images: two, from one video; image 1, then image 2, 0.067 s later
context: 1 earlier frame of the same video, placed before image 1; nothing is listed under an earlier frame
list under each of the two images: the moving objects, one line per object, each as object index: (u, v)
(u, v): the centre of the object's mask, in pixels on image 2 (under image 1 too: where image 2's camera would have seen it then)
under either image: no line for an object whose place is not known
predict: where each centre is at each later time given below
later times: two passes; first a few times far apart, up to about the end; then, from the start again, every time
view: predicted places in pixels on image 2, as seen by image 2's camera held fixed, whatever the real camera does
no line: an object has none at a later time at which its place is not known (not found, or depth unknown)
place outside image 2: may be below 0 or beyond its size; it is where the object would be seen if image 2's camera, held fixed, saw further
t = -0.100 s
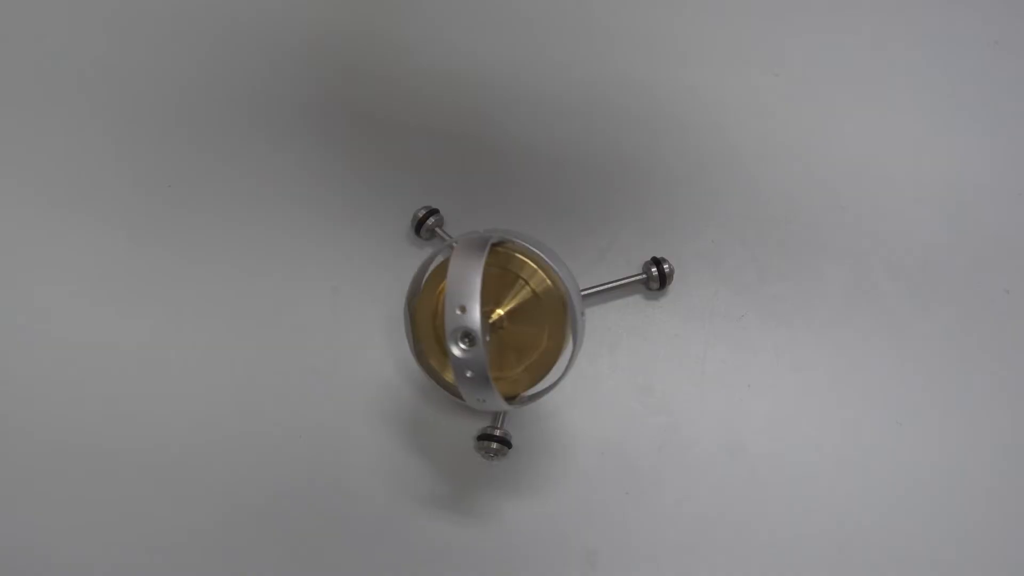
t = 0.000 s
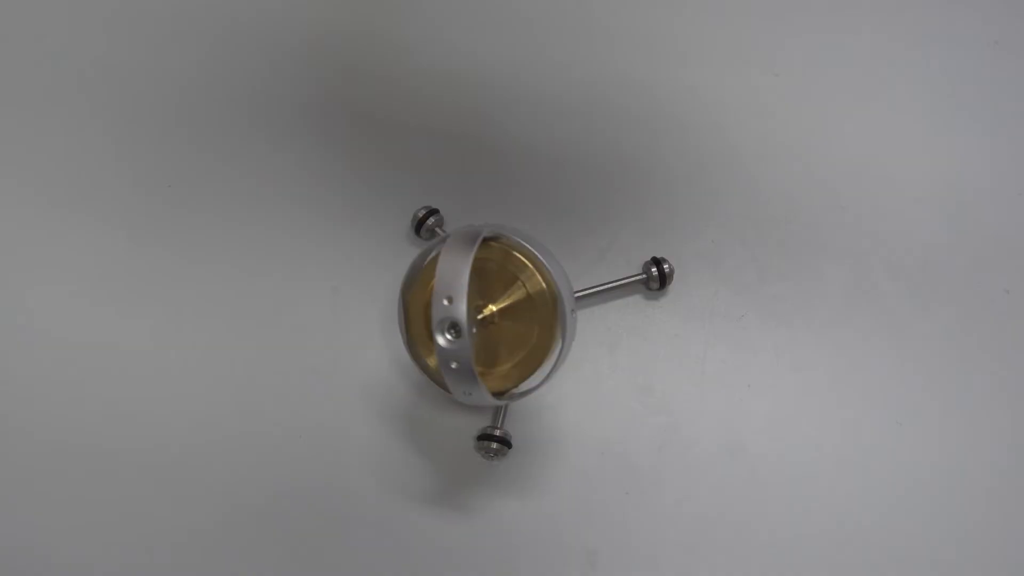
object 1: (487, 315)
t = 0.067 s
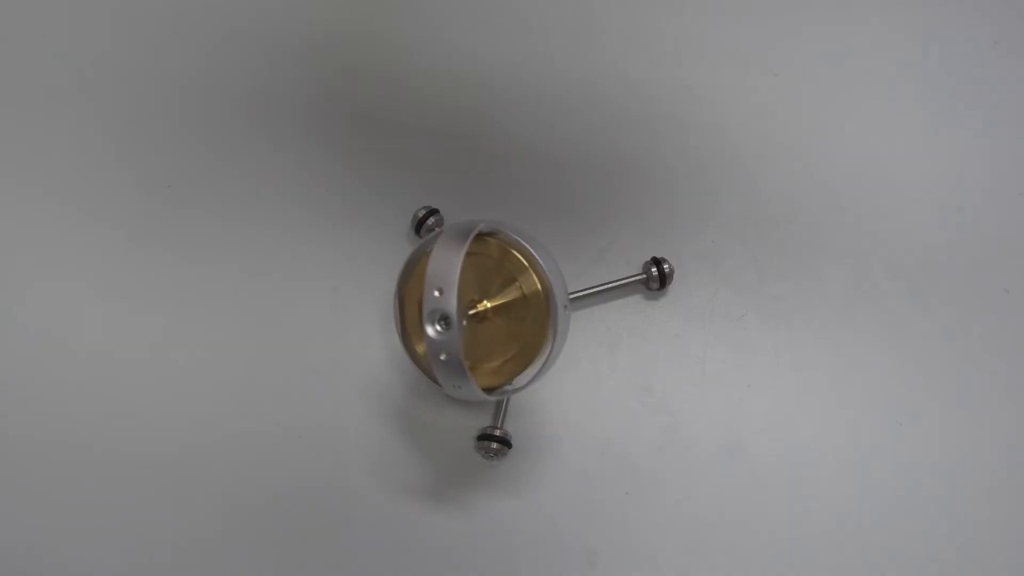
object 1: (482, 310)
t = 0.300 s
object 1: (469, 296)
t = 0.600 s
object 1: (459, 274)
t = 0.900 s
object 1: (456, 246)
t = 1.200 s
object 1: (467, 222)
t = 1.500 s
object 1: (485, 203)
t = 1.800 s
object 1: (507, 193)
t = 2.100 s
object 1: (538, 190)
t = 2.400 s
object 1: (565, 197)
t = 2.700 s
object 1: (588, 213)
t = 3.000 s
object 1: (603, 236)
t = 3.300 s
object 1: (609, 263)
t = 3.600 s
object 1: (604, 288)
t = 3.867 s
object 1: (591, 310)
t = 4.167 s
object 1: (569, 326)
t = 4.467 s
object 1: (540, 333)
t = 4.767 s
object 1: (511, 330)
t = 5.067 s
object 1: (484, 318)
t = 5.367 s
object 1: (464, 297)
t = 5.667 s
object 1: (453, 272)
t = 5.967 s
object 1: (455, 246)
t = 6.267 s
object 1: (467, 221)
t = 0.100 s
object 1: (480, 309)
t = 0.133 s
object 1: (478, 307)
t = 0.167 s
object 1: (476, 304)
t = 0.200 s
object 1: (474, 302)
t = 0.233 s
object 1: (472, 300)
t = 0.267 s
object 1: (470, 297)
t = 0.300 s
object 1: (469, 296)
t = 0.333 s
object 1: (467, 293)
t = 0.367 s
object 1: (465, 290)
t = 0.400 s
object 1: (464, 289)
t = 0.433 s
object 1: (463, 286)
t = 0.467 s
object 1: (461, 283)
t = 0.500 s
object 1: (460, 282)
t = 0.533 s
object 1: (459, 279)
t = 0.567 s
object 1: (458, 276)
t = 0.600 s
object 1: (459, 274)
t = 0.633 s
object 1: (458, 270)
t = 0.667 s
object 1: (457, 266)
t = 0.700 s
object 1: (456, 265)
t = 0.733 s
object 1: (456, 261)
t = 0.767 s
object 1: (456, 257)
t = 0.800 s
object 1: (456, 255)
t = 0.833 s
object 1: (456, 252)
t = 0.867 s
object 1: (456, 248)
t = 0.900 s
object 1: (456, 246)
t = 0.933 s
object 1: (458, 243)
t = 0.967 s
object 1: (458, 239)
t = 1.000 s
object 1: (459, 238)
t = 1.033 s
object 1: (460, 234)
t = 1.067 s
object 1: (462, 231)
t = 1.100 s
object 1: (462, 230)
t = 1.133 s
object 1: (464, 227)
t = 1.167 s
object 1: (466, 224)
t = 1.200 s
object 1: (467, 222)
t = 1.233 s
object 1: (469, 220)
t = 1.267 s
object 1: (471, 217)
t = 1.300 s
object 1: (472, 215)
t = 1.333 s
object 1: (474, 212)
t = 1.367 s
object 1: (477, 210)
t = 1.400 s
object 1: (478, 209)
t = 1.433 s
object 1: (481, 206)
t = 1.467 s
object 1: (484, 204)
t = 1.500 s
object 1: (485, 203)
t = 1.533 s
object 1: (488, 201)
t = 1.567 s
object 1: (491, 199)
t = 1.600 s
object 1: (492, 198)
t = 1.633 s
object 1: (495, 197)
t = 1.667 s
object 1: (498, 196)
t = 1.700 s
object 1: (500, 195)
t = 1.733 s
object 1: (503, 194)
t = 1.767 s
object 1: (505, 193)
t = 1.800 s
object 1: (507, 193)
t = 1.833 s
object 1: (512, 191)
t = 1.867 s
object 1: (516, 191)
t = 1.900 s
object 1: (518, 190)
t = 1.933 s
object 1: (522, 190)
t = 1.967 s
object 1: (526, 190)
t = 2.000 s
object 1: (528, 189)
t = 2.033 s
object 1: (532, 189)
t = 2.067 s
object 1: (536, 190)
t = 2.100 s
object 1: (538, 190)
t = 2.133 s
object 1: (541, 190)
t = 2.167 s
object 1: (545, 191)
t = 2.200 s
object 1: (547, 191)
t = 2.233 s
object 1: (551, 192)
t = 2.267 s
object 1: (554, 193)
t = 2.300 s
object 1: (556, 193)
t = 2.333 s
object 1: (559, 195)
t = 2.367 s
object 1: (563, 196)
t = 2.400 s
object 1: (565, 197)
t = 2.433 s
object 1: (568, 198)
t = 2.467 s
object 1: (572, 200)
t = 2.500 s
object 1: (573, 201)
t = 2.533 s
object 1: (576, 203)
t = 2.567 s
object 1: (579, 206)
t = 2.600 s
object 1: (581, 207)
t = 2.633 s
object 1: (584, 209)
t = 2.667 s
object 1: (586, 212)
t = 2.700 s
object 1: (588, 213)
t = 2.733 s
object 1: (590, 216)
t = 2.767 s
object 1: (593, 219)
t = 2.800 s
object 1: (594, 220)
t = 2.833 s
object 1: (596, 223)
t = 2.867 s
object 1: (598, 227)
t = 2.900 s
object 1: (600, 228)
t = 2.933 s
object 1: (601, 231)
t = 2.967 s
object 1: (602, 235)
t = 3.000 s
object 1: (603, 236)
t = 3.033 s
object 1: (605, 239)
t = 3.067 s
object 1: (606, 243)
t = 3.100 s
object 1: (606, 245)
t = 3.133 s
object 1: (607, 248)
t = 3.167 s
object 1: (608, 252)
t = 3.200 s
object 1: (608, 254)
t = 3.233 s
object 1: (608, 257)
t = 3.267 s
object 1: (609, 261)
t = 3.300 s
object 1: (609, 263)
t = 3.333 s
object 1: (609, 266)
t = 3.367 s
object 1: (609, 270)
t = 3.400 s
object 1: (608, 272)
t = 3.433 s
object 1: (608, 275)
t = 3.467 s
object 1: (607, 278)
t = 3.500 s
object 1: (607, 280)
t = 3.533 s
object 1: (606, 283)
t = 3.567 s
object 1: (605, 287)
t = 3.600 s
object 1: (604, 288)
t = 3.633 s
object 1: (603, 292)
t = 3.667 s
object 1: (601, 295)
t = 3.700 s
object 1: (600, 297)
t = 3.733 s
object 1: (598, 300)
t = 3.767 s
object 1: (596, 303)
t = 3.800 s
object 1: (595, 304)
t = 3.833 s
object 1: (593, 307)
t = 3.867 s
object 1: (591, 310)
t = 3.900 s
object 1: (589, 311)
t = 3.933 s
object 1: (587, 314)
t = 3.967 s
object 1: (584, 316)
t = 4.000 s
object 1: (583, 317)
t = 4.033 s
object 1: (580, 319)
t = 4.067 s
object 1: (577, 322)
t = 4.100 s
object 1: (576, 322)
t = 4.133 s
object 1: (572, 324)
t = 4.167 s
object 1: (569, 326)
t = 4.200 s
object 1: (567, 327)
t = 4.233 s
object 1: (563, 329)
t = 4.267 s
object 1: (559, 330)
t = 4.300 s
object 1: (558, 330)
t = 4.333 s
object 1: (554, 331)
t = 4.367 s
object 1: (550, 333)
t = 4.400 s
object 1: (548, 333)
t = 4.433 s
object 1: (544, 334)
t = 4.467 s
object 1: (540, 333)
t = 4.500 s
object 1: (538, 333)
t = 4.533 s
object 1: (534, 334)
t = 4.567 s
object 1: (530, 333)
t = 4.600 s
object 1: (528, 333)
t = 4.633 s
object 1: (524, 333)
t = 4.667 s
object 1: (520, 332)
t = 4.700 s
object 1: (518, 332)
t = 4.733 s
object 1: (514, 331)
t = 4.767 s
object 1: (511, 330)
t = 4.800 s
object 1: (509, 330)
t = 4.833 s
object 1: (505, 329)
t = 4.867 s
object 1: (501, 327)
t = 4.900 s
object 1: (499, 326)
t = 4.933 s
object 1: (496, 325)
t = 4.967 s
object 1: (493, 323)
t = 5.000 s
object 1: (491, 322)
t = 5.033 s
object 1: (487, 320)
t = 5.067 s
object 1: (484, 318)
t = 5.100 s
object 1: (483, 317)
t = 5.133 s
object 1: (480, 314)
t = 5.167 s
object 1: (477, 311)
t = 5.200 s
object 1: (475, 310)
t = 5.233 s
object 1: (473, 307)
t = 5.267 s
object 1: (470, 304)
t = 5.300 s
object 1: (468, 303)
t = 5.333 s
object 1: (466, 299)
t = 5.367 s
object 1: (464, 297)
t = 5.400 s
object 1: (463, 295)
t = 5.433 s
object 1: (461, 293)
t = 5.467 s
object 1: (459, 289)
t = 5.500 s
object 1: (458, 288)
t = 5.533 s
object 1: (457, 284)
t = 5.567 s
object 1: (455, 281)
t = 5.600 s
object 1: (455, 279)
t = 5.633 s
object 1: (454, 276)
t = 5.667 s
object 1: (453, 272)
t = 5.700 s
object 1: (453, 271)
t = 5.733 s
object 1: (453, 267)
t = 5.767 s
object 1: (453, 264)
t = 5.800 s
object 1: (453, 262)
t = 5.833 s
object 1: (453, 259)
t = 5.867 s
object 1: (453, 255)
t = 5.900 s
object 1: (453, 253)
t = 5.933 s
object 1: (455, 250)
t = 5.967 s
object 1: (455, 246)
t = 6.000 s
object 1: (456, 244)
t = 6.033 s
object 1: (457, 241)
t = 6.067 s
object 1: (458, 237)
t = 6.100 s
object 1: (459, 235)
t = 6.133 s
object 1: (461, 232)
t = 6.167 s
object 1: (462, 228)
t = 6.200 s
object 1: (463, 227)
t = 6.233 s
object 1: (465, 224)
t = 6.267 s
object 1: (467, 221)
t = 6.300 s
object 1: (468, 220)
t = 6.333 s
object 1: (470, 217)
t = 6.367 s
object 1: (473, 214)
